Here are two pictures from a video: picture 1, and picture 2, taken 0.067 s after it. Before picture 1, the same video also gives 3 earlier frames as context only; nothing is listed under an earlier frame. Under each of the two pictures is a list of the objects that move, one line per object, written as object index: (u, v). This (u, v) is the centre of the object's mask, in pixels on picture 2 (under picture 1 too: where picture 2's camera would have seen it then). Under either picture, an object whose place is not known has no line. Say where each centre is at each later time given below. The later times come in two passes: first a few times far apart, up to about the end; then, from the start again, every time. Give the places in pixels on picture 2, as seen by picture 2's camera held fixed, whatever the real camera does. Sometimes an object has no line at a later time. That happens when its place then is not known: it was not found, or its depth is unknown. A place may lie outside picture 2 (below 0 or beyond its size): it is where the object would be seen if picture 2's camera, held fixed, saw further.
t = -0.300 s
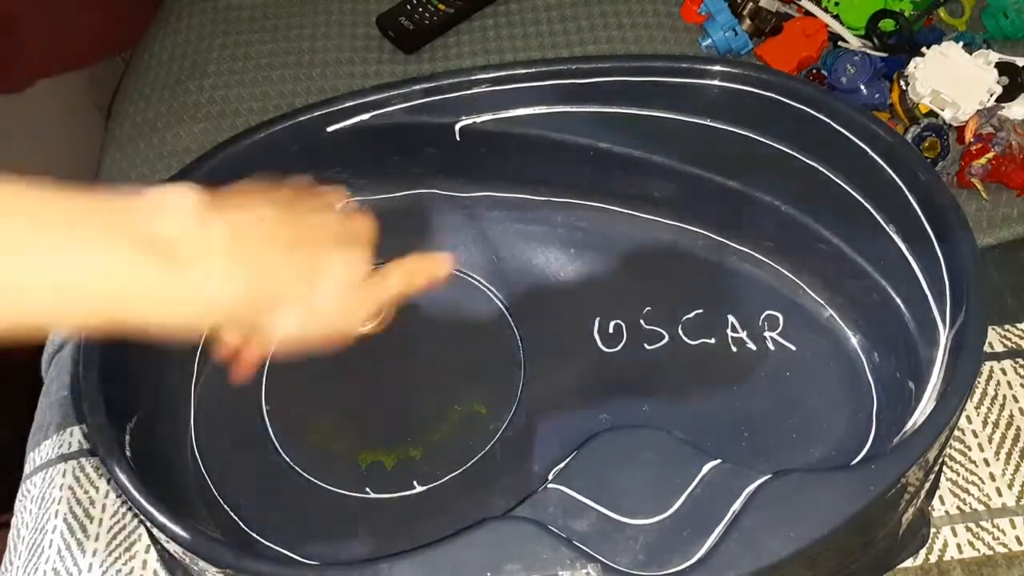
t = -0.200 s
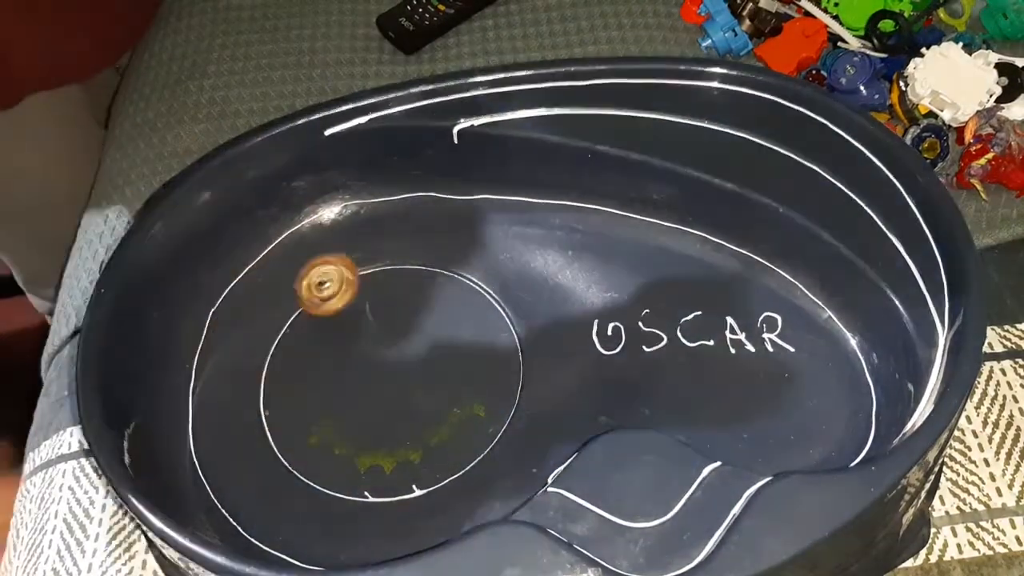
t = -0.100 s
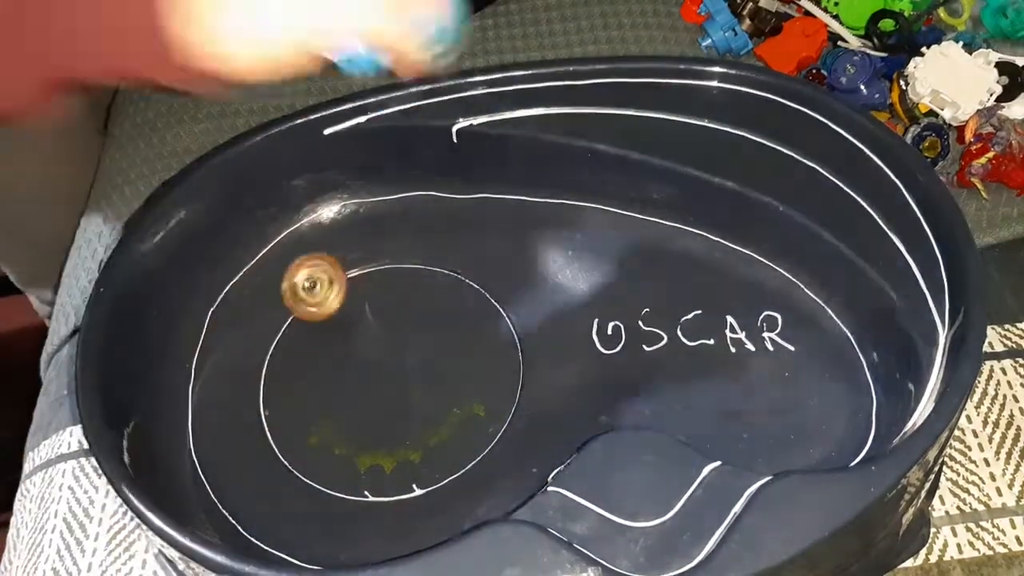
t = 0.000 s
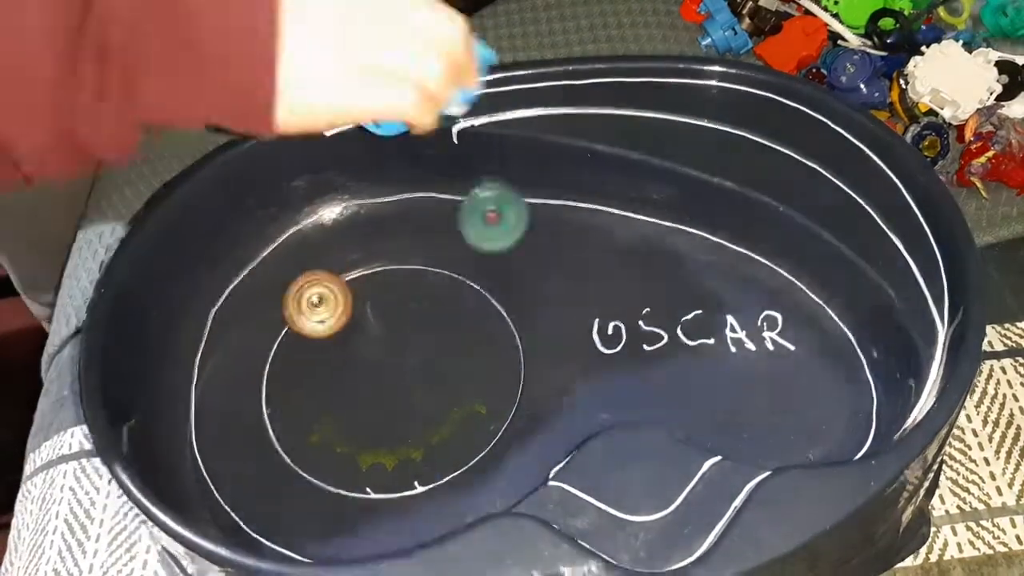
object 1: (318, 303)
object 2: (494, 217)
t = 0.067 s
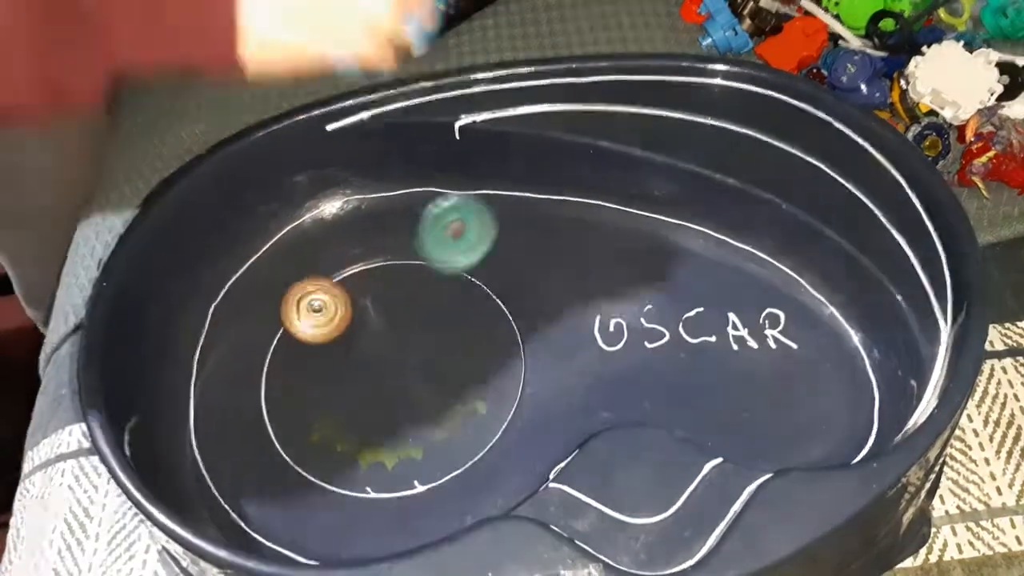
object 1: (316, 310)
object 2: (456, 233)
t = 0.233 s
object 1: (313, 349)
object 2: (395, 381)
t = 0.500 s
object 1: (347, 431)
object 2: (522, 419)
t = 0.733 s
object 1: (405, 456)
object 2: (636, 328)
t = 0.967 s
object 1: (436, 422)
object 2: (583, 304)
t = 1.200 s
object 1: (421, 367)
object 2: (524, 374)
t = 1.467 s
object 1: (352, 338)
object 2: (467, 415)
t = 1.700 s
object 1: (294, 357)
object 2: (428, 449)
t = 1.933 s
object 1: (295, 397)
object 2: (386, 462)
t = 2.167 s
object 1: (289, 322)
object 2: (411, 500)
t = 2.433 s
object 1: (364, 277)
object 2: (429, 458)
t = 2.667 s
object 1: (380, 308)
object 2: (341, 426)
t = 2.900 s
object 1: (422, 366)
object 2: (315, 449)
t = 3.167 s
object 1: (462, 412)
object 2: (316, 394)
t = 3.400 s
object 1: (468, 413)
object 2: (275, 392)
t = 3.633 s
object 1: (439, 415)
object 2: (264, 386)
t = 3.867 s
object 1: (369, 437)
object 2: (268, 369)
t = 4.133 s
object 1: (314, 458)
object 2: (295, 329)
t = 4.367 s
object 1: (316, 447)
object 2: (312, 298)
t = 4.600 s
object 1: (328, 410)
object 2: (331, 307)
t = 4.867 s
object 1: (323, 364)
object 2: (400, 299)
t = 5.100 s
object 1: (315, 353)
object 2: (424, 275)
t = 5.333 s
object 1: (324, 365)
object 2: (401, 303)
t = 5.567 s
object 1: (299, 401)
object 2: (474, 316)
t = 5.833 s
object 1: (314, 399)
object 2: (488, 297)
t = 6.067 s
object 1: (349, 372)
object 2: (452, 340)
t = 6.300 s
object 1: (357, 345)
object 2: (443, 423)
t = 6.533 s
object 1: (351, 346)
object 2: (467, 412)
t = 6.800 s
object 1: (370, 367)
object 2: (401, 453)
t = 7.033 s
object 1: (401, 375)
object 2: (385, 462)
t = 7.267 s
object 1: (411, 369)
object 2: (341, 450)
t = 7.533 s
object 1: (394, 384)
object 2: (309, 438)
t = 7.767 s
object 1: (392, 401)
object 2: (294, 427)
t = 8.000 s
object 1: (393, 400)
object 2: (295, 408)
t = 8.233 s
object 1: (379, 405)
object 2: (290, 374)
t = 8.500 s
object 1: (373, 418)
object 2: (302, 352)
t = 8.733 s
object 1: (372, 417)
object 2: (337, 323)
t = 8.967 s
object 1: (361, 416)
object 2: (361, 316)
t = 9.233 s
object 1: (352, 418)
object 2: (380, 325)
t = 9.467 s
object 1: (346, 418)
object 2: (394, 348)
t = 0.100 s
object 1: (316, 320)
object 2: (437, 262)
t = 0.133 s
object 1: (312, 324)
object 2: (416, 300)
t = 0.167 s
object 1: (311, 333)
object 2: (401, 351)
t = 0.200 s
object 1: (310, 340)
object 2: (390, 385)
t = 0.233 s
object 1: (313, 349)
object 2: (395, 381)
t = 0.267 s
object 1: (313, 359)
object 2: (402, 384)
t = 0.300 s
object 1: (315, 369)
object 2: (411, 395)
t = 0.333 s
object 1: (317, 382)
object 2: (424, 417)
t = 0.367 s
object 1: (322, 393)
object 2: (440, 427)
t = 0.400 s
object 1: (327, 404)
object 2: (458, 429)
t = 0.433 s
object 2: (479, 442)
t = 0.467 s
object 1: (340, 423)
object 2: (501, 432)
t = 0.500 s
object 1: (347, 431)
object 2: (522, 419)
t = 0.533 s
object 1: (355, 440)
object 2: (545, 415)
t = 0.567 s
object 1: (364, 447)
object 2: (564, 399)
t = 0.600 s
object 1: (373, 451)
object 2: (584, 388)
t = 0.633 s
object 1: (381, 454)
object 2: (600, 373)
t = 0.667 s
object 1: (389, 456)
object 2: (617, 358)
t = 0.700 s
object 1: (396, 457)
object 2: (629, 344)
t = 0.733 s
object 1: (405, 456)
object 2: (636, 328)
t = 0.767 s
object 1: (411, 454)
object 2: (640, 318)
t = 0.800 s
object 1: (418, 451)
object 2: (639, 308)
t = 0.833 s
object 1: (422, 447)
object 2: (634, 302)
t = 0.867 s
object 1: (428, 441)
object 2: (626, 298)
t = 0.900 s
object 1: (431, 435)
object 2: (614, 298)
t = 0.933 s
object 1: (435, 429)
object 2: (599, 300)
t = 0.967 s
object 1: (436, 422)
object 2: (583, 304)
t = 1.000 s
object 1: (438, 414)
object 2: (569, 308)
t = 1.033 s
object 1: (439, 406)
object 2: (558, 313)
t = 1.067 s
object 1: (437, 398)
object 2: (552, 319)
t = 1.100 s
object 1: (435, 390)
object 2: (546, 331)
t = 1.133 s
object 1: (432, 381)
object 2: (540, 345)
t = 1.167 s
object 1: (427, 375)
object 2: (532, 360)
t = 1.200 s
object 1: (421, 367)
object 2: (524, 374)
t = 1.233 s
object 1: (415, 362)
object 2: (516, 386)
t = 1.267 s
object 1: (408, 355)
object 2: (510, 395)
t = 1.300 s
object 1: (400, 350)
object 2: (504, 403)
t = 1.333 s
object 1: (391, 346)
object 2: (497, 407)
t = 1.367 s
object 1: (382, 342)
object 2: (491, 407)
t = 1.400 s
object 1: (372, 340)
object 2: (483, 406)
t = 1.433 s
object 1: (363, 339)
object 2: (476, 409)
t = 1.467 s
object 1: (352, 338)
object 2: (467, 415)
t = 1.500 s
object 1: (344, 339)
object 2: (458, 422)
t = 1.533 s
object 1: (333, 339)
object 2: (449, 431)
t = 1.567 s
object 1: (324, 341)
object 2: (440, 443)
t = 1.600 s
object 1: (315, 344)
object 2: (433, 452)
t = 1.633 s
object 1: (307, 348)
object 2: (428, 458)
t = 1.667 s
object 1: (301, 351)
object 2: (428, 452)
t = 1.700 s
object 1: (294, 357)
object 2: (428, 449)
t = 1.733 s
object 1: (291, 361)
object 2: (426, 449)
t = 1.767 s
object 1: (288, 368)
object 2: (420, 451)
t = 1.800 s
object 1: (288, 373)
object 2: (412, 455)
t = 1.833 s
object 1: (287, 379)
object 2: (403, 461)
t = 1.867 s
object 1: (290, 384)
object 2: (393, 469)
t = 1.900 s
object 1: (290, 391)
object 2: (387, 465)
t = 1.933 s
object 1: (295, 397)
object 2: (386, 462)
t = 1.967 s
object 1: (299, 404)
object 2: (385, 460)
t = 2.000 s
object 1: (307, 409)
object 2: (382, 461)
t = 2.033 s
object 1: (312, 414)
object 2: (379, 462)
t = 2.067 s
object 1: (316, 413)
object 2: (378, 471)
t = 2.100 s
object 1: (305, 384)
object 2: (391, 482)
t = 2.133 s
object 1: (295, 353)
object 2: (403, 494)
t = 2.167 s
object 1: (289, 322)
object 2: (411, 500)
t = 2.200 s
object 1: (291, 298)
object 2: (420, 503)
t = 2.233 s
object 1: (303, 285)
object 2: (425, 504)
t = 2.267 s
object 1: (320, 277)
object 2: (429, 503)
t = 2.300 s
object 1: (337, 275)
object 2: (432, 499)
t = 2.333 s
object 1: (349, 274)
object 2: (433, 493)
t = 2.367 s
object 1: (359, 276)
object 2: (432, 484)
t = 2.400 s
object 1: (362, 275)
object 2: (429, 472)
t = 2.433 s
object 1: (364, 277)
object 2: (429, 458)
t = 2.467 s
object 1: (365, 278)
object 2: (426, 447)
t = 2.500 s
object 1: (366, 281)
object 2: (420, 439)
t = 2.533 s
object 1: (368, 284)
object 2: (411, 433)
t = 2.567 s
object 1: (371, 289)
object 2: (397, 428)
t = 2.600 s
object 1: (373, 293)
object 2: (379, 425)
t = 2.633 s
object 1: (377, 301)
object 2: (361, 424)
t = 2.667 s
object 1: (380, 308)
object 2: (341, 426)
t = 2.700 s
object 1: (385, 316)
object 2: (320, 429)
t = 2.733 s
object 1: (389, 324)
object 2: (299, 435)
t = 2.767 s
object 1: (396, 332)
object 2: (284, 441)
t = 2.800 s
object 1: (401, 341)
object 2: (289, 440)
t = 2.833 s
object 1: (408, 349)
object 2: (297, 446)
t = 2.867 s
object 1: (414, 358)
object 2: (301, 450)
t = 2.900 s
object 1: (422, 366)
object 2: (315, 449)
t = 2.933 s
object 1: (427, 374)
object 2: (333, 444)
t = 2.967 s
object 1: (435, 383)
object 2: (344, 439)
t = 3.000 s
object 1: (439, 391)
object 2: (350, 434)
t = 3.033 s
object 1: (445, 397)
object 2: (350, 427)
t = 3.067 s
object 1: (450, 403)
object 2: (347, 419)
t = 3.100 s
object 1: (456, 406)
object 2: (339, 410)
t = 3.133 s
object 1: (459, 410)
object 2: (329, 401)
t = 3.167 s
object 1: (462, 412)
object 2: (316, 394)
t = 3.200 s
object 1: (465, 413)
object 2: (302, 386)
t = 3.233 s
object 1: (466, 413)
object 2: (286, 380)
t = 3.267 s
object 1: (466, 414)
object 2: (270, 376)
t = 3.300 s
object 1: (468, 415)
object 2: (256, 374)
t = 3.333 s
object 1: (470, 413)
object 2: (261, 377)
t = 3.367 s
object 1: (468, 413)
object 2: (270, 390)
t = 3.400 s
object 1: (468, 413)
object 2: (275, 392)
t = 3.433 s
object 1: (465, 413)
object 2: (277, 394)
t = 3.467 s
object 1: (464, 412)
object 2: (277, 396)
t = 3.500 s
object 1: (460, 413)
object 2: (277, 397)
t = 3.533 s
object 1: (458, 413)
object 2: (275, 396)
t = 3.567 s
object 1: (452, 414)
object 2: (272, 393)
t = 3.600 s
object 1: (448, 416)
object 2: (269, 390)
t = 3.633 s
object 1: (439, 415)
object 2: (264, 386)
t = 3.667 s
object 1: (431, 418)
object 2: (260, 383)
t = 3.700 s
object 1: (421, 419)
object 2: (261, 380)
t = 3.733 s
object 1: (412, 423)
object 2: (262, 379)
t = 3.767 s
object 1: (401, 424)
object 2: (263, 377)
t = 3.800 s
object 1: (392, 429)
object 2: (264, 374)
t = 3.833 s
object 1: (381, 432)
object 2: (265, 371)
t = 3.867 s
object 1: (369, 437)
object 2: (268, 369)
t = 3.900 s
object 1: (360, 438)
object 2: (271, 365)
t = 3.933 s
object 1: (348, 443)
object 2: (273, 362)
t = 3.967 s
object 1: (341, 445)
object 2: (276, 358)
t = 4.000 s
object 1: (331, 449)
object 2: (280, 353)
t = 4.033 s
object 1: (326, 453)
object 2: (284, 347)
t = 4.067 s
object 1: (319, 454)
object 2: (288, 340)
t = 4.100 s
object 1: (316, 458)
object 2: (291, 335)
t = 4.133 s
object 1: (314, 458)
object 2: (295, 329)
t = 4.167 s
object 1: (313, 459)
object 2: (298, 323)
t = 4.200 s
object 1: (315, 455)
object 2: (302, 318)
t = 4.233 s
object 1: (314, 452)
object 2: (305, 313)
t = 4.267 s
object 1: (313, 450)
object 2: (307, 309)
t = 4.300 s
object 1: (313, 450)
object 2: (310, 305)
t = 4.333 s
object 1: (314, 450)
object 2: (311, 300)
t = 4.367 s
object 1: (316, 447)
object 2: (312, 298)
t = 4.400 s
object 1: (317, 443)
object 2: (312, 297)
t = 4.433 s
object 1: (318, 440)
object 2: (312, 297)
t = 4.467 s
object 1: (319, 437)
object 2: (313, 297)
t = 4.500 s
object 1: (323, 430)
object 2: (315, 300)
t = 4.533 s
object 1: (324, 423)
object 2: (319, 302)
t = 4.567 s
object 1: (326, 417)
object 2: (324, 304)
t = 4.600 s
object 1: (328, 410)
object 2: (331, 307)
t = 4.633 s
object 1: (328, 403)
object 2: (339, 309)
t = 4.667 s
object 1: (329, 395)
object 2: (347, 310)
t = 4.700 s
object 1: (328, 389)
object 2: (357, 310)
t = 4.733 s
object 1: (330, 382)
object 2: (366, 309)
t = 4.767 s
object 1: (327, 377)
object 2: (375, 307)
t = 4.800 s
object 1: (327, 372)
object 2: (383, 305)
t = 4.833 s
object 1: (326, 366)
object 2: (392, 302)
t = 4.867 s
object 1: (323, 364)
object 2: (400, 299)
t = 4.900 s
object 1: (322, 360)
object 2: (407, 294)
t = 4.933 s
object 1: (319, 356)
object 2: (412, 290)
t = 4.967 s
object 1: (316, 354)
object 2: (418, 286)
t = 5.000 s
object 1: (314, 355)
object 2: (421, 283)
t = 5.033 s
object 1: (315, 356)
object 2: (424, 280)
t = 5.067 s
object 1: (316, 354)
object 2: (424, 277)
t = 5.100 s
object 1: (315, 353)
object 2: (424, 275)
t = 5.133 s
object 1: (314, 353)
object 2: (422, 274)
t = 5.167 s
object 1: (312, 355)
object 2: (419, 274)
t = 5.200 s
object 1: (314, 359)
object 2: (415, 277)
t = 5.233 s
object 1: (317, 358)
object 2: (411, 281)
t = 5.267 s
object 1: (318, 359)
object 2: (406, 287)
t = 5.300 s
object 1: (320, 363)
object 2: (403, 294)
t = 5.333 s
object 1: (324, 365)
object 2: (401, 303)
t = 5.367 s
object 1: (330, 365)
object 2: (401, 313)
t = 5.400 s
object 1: (334, 367)
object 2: (401, 324)
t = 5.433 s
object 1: (318, 377)
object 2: (420, 325)
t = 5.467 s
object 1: (307, 384)
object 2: (438, 324)
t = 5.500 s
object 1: (296, 394)
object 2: (452, 322)
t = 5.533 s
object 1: (296, 400)
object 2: (464, 318)
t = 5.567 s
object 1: (299, 401)
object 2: (474, 316)
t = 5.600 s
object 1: (298, 401)
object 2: (482, 313)
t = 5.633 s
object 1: (298, 401)
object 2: (488, 310)
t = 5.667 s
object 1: (297, 404)
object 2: (494, 306)
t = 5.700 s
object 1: (301, 404)
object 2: (497, 304)
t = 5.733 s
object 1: (304, 403)
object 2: (499, 301)
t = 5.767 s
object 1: (306, 401)
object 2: (497, 299)
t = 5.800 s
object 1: (310, 401)
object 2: (492, 298)
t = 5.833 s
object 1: (314, 399)
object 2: (488, 297)
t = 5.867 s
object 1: (319, 397)
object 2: (483, 298)
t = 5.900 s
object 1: (324, 394)
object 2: (479, 301)
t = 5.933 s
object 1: (328, 391)
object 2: (474, 306)
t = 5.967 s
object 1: (335, 386)
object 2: (469, 312)
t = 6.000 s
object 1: (339, 382)
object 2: (463, 320)
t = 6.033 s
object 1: (343, 378)
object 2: (458, 329)
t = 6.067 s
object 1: (349, 372)
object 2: (452, 340)
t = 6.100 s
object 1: (350, 368)
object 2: (447, 351)
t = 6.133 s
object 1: (354, 364)
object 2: (443, 362)
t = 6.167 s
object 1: (357, 359)
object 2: (440, 374)
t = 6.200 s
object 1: (356, 356)
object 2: (439, 386)
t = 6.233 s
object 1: (358, 352)
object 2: (439, 398)
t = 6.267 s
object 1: (358, 348)
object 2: (440, 411)
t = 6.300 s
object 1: (357, 345)
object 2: (443, 423)
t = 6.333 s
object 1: (354, 345)
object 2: (448, 433)
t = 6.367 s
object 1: (354, 345)
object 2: (454, 441)
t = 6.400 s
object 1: (355, 345)
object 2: (462, 441)
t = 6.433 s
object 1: (354, 344)
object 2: (466, 427)
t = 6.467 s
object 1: (354, 344)
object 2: (469, 419)
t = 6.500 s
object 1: (352, 343)
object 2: (470, 414)
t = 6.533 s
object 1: (351, 346)
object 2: (467, 412)
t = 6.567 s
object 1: (352, 348)
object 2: (464, 411)
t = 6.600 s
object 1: (355, 349)
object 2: (458, 414)
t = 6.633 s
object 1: (354, 352)
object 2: (448, 418)
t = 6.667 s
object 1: (355, 357)
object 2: (435, 424)
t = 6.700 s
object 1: (359, 359)
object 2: (424, 430)
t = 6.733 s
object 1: (362, 361)
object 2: (414, 438)
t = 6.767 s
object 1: (365, 365)
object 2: (406, 445)
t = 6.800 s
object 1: (370, 367)
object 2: (401, 453)
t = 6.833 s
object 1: (374, 370)
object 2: (398, 460)
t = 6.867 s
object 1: (379, 372)
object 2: (396, 463)
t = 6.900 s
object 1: (383, 373)
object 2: (394, 466)
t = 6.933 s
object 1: (388, 375)
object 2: (393, 467)
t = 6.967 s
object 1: (393, 374)
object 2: (390, 466)
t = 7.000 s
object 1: (396, 374)
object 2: (387, 464)
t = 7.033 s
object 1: (401, 375)
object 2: (385, 462)
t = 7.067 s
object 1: (405, 374)
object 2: (381, 458)
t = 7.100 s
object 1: (408, 371)
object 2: (378, 455)
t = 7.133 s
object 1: (407, 370)
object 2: (374, 452)
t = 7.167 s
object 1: (408, 370)
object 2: (369, 451)
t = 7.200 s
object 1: (410, 371)
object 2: (362, 451)
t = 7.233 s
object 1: (411, 370)
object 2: (352, 450)
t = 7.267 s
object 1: (411, 369)
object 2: (341, 450)
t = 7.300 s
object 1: (410, 369)
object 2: (332, 450)
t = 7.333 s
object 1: (407, 369)
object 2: (324, 450)
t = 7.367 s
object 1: (405, 371)
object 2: (318, 449)
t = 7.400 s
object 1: (405, 373)
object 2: (314, 448)
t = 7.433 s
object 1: (403, 373)
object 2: (311, 446)
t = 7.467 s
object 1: (398, 375)
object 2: (310, 444)
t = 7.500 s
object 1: (394, 380)
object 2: (309, 441)
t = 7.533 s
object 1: (394, 384)
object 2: (309, 438)
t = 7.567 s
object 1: (390, 387)
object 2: (309, 435)
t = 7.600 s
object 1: (388, 391)
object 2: (309, 432)
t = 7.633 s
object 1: (389, 394)
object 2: (307, 430)
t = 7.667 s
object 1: (390, 396)
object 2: (302, 429)
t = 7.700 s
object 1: (390, 397)
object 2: (298, 429)
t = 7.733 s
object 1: (389, 399)
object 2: (295, 428)
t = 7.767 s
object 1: (392, 401)
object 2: (294, 427)
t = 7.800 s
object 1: (394, 401)
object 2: (294, 425)
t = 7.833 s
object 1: (394, 400)
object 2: (294, 423)
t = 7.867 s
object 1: (394, 400)
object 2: (295, 421)
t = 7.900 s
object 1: (394, 400)
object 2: (296, 418)
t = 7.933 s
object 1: (393, 401)
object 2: (296, 415)
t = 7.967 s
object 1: (394, 401)
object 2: (296, 412)
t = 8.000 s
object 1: (393, 400)
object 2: (295, 408)
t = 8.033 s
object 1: (392, 400)
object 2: (293, 404)
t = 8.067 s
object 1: (390, 400)
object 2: (290, 399)
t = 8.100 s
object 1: (388, 400)
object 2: (288, 393)
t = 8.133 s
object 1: (386, 402)
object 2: (286, 389)
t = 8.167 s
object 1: (385, 403)
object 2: (287, 384)
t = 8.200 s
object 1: (381, 403)
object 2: (288, 379)
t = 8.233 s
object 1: (379, 405)
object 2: (290, 374)
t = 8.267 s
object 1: (376, 407)
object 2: (290, 370)
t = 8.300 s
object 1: (376, 410)
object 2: (291, 367)
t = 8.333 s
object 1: (376, 412)
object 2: (293, 365)
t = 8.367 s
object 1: (374, 412)
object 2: (294, 362)
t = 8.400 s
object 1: (373, 413)
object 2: (296, 360)
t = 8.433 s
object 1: (372, 415)
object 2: (297, 358)
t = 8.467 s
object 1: (372, 417)
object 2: (299, 355)
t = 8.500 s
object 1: (373, 418)
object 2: (302, 352)
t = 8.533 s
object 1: (374, 418)
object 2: (305, 349)
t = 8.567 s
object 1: (374, 418)
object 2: (308, 345)
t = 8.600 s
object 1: (373, 418)
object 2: (313, 341)
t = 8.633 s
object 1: (372, 418)
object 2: (317, 335)
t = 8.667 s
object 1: (372, 418)
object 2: (323, 330)
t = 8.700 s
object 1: (372, 418)
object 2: (330, 327)
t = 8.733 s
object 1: (372, 417)
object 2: (337, 323)
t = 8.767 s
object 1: (371, 416)
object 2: (343, 320)
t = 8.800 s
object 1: (369, 415)
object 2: (347, 318)
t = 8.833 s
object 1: (367, 415)
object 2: (351, 317)
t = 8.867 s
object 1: (366, 416)
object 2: (354, 316)
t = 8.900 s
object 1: (365, 417)
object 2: (357, 316)
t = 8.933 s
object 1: (364, 417)
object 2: (359, 316)
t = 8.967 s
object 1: (361, 416)
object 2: (361, 316)
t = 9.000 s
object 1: (358, 416)
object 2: (363, 316)
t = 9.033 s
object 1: (355, 418)
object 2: (365, 317)
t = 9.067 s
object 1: (353, 419)
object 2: (367, 317)
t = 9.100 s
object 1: (353, 421)
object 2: (370, 318)
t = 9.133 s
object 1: (354, 421)
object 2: (372, 319)
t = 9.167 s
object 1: (354, 419)
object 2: (375, 321)
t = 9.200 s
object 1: (354, 418)
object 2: (377, 323)
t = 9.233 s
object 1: (352, 418)
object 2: (380, 325)
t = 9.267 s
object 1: (349, 418)
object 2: (382, 327)
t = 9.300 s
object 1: (348, 420)
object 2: (385, 330)
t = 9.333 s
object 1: (348, 420)
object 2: (386, 333)
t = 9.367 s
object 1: (348, 420)
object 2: (388, 338)
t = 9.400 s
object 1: (349, 419)
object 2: (390, 342)
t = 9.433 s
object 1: (349, 416)
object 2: (392, 346)
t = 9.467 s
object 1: (346, 418)
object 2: (394, 348)
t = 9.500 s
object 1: (344, 421)
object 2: (397, 350)
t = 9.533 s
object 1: (344, 421)
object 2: (400, 352)
